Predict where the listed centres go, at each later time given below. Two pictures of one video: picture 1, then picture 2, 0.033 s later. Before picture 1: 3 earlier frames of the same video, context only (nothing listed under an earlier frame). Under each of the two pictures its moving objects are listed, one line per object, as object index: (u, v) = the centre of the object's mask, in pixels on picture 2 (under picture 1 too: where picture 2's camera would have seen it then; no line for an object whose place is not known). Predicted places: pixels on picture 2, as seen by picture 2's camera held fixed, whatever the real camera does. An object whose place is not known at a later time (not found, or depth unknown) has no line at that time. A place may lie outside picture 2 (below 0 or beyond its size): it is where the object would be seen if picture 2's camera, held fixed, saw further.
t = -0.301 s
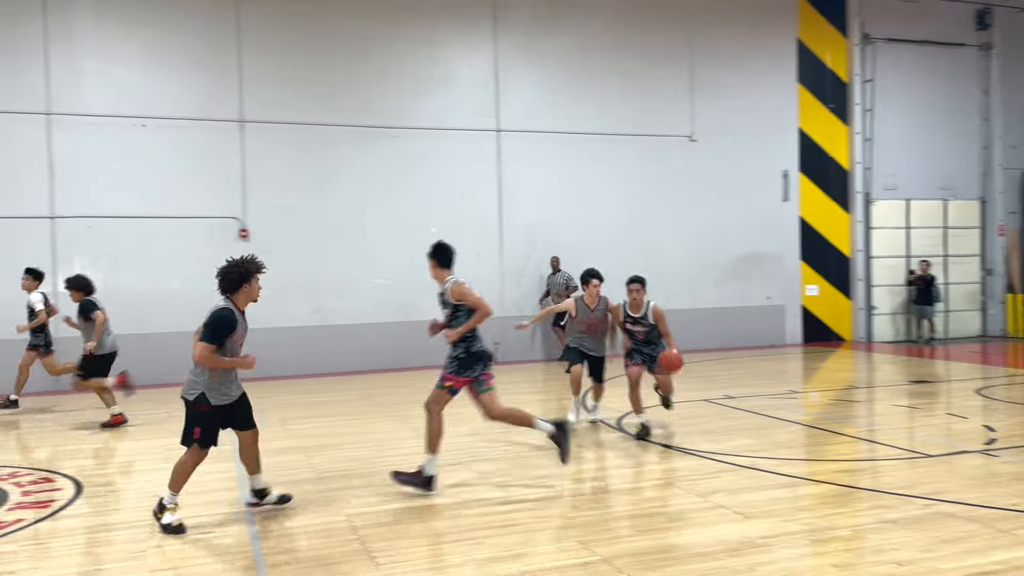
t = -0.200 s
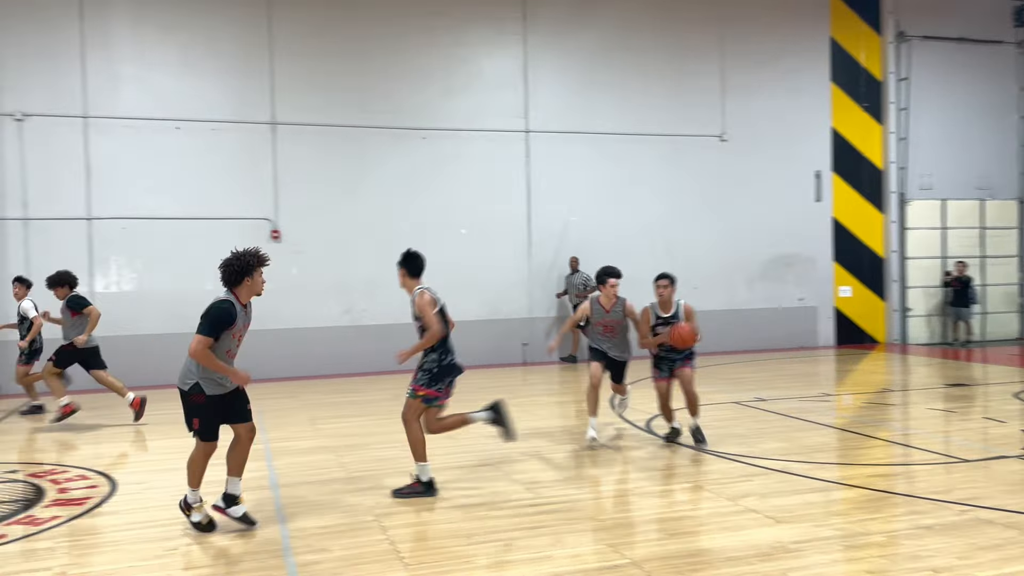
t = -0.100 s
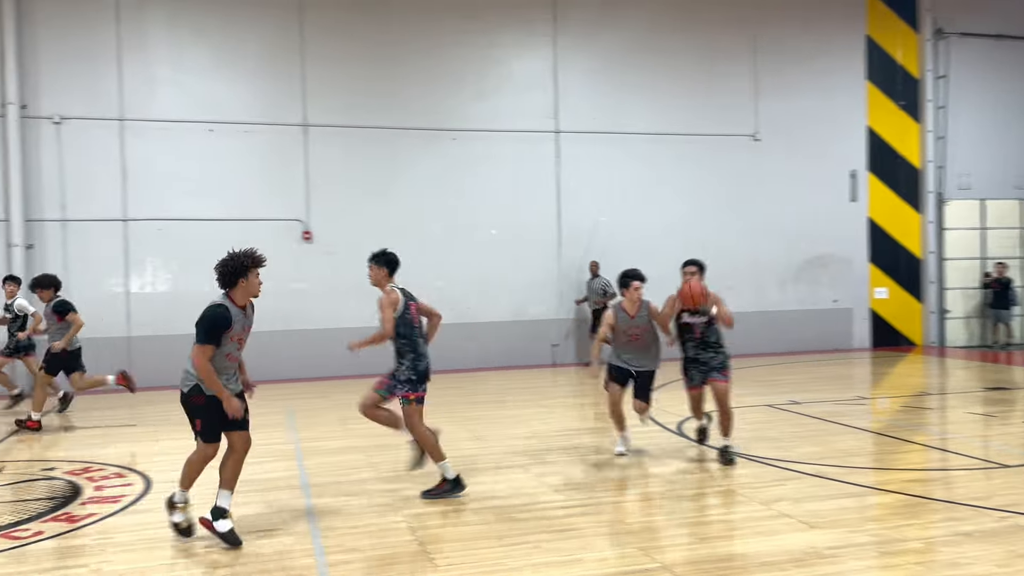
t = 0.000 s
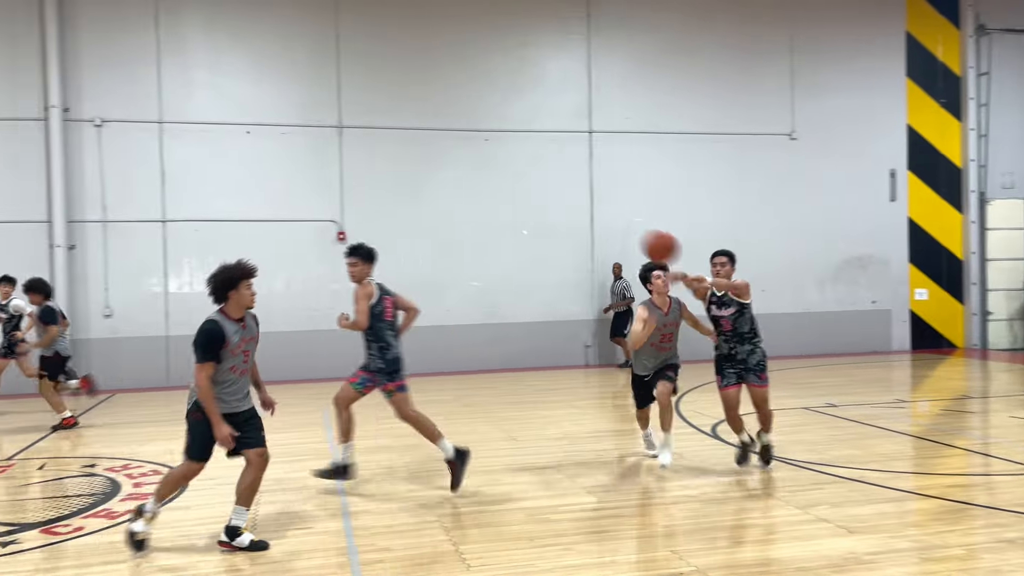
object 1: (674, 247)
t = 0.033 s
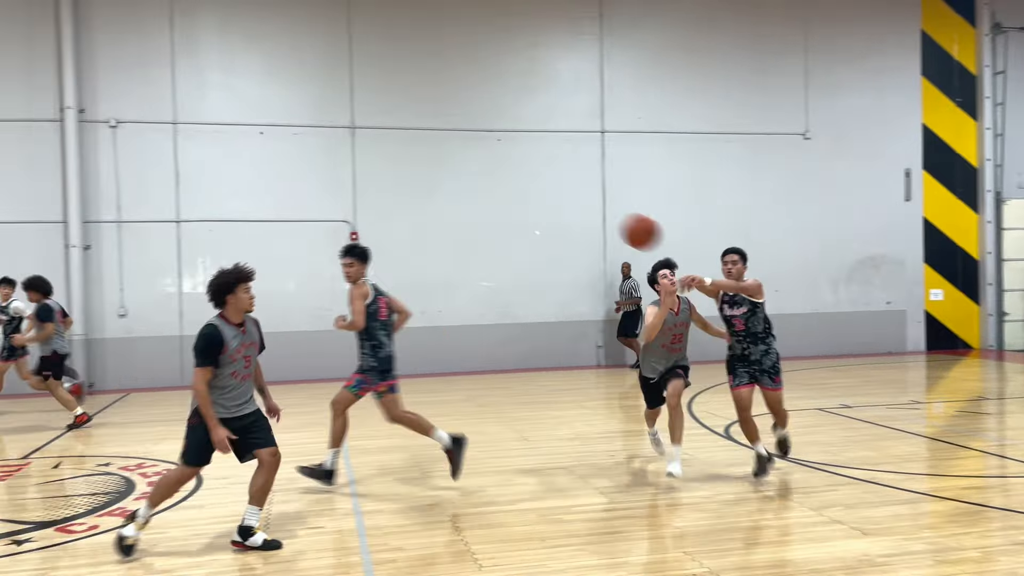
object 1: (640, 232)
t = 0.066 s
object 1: (604, 216)
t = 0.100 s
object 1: (565, 201)
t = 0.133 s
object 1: (521, 186)
